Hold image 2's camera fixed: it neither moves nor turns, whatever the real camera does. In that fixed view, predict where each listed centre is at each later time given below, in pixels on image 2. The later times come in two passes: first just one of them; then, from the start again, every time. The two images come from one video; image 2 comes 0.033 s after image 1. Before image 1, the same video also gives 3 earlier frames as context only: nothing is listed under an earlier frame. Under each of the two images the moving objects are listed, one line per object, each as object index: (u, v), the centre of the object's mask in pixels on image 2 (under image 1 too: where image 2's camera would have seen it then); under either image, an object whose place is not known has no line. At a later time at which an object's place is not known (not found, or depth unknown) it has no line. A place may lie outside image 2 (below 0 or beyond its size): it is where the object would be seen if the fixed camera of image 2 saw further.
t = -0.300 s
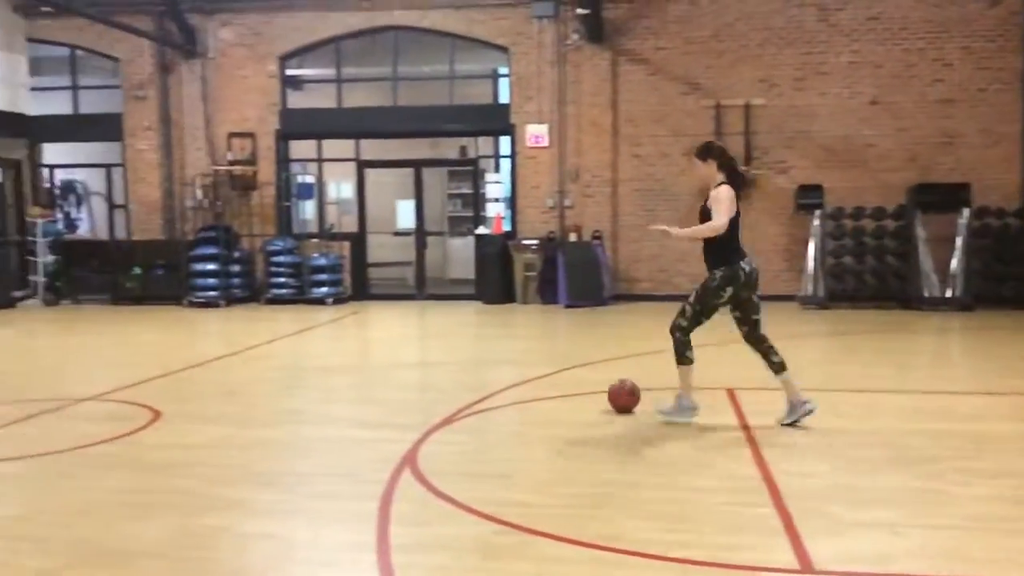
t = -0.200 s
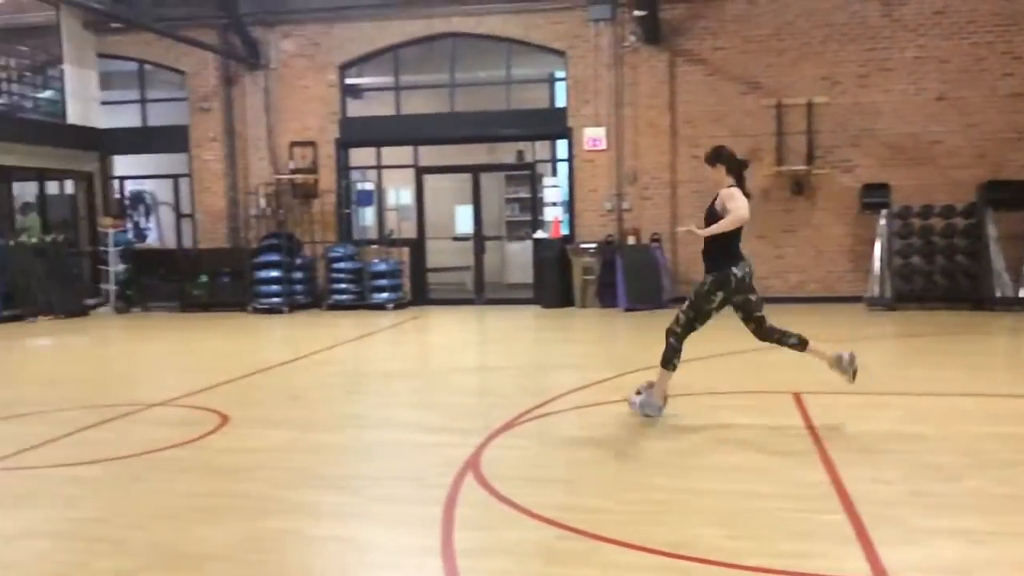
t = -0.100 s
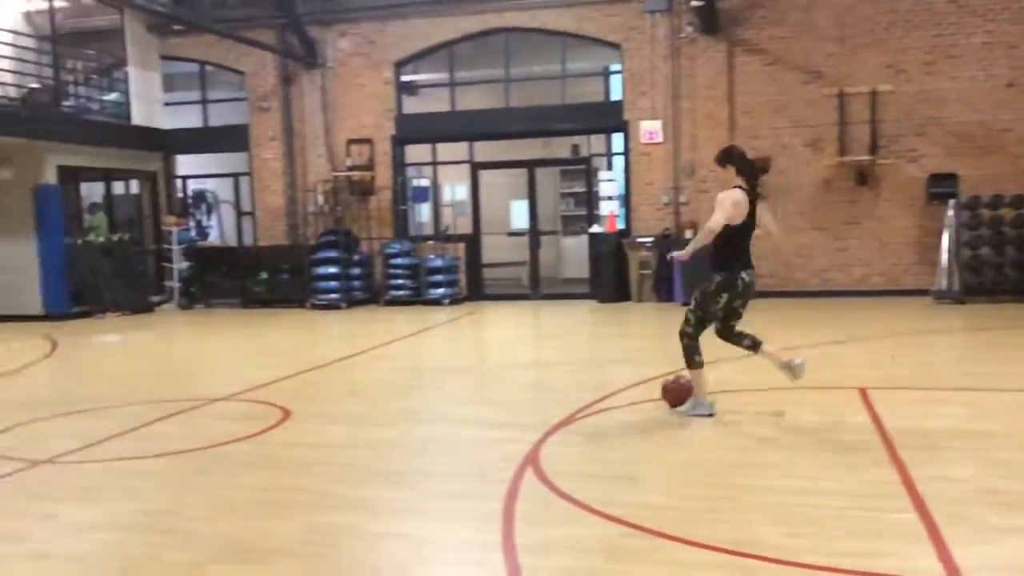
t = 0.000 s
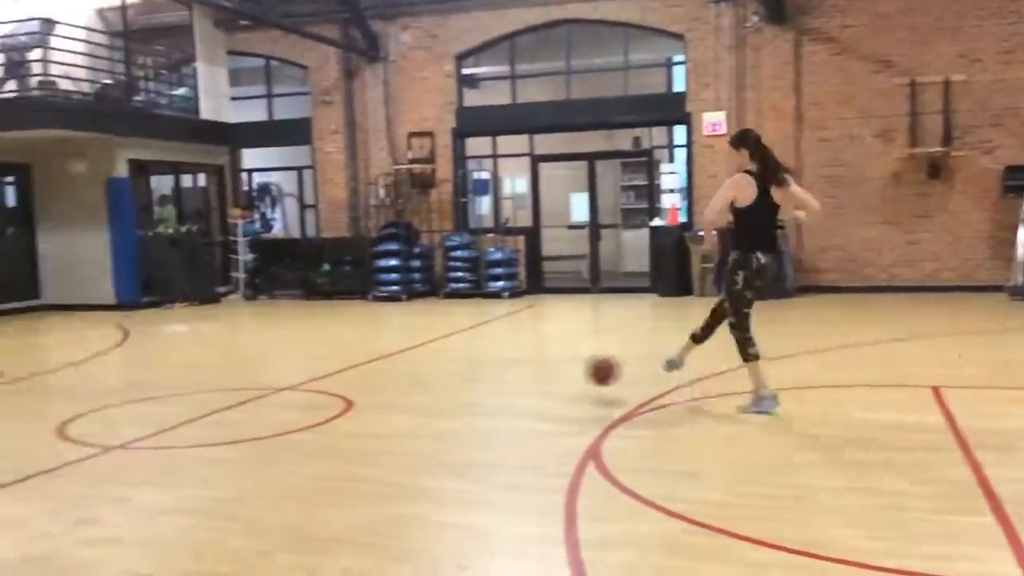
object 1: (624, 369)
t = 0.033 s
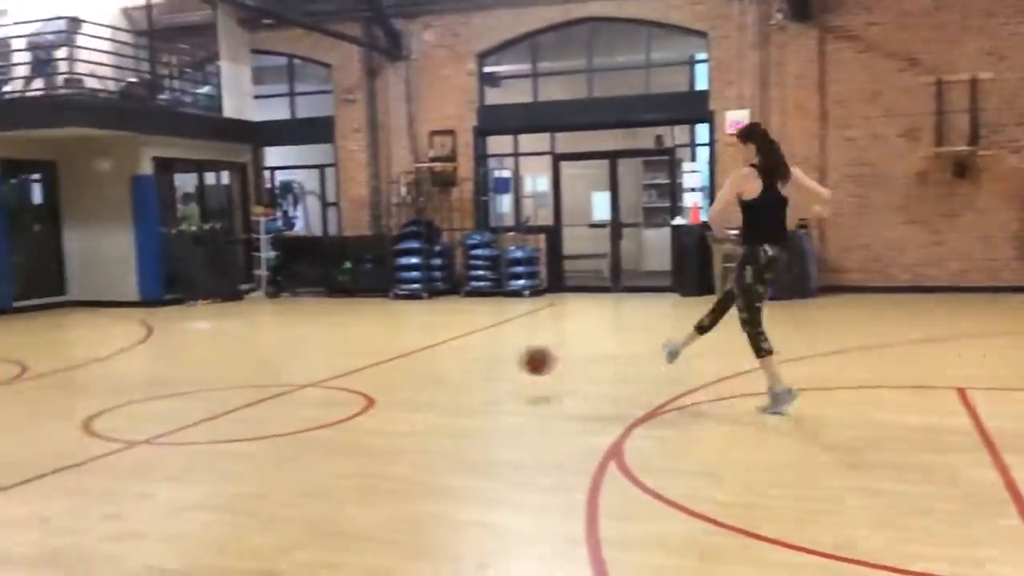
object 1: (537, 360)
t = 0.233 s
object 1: (96, 351)
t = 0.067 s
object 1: (454, 353)
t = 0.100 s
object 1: (376, 348)
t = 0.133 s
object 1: (300, 347)
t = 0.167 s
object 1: (229, 347)
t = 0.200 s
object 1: (161, 348)
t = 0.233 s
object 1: (96, 351)
